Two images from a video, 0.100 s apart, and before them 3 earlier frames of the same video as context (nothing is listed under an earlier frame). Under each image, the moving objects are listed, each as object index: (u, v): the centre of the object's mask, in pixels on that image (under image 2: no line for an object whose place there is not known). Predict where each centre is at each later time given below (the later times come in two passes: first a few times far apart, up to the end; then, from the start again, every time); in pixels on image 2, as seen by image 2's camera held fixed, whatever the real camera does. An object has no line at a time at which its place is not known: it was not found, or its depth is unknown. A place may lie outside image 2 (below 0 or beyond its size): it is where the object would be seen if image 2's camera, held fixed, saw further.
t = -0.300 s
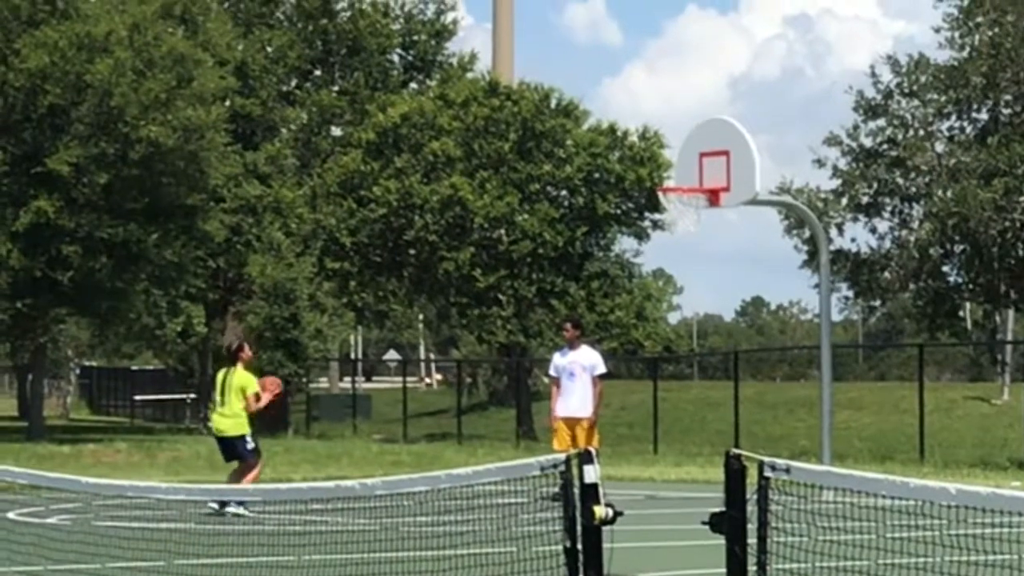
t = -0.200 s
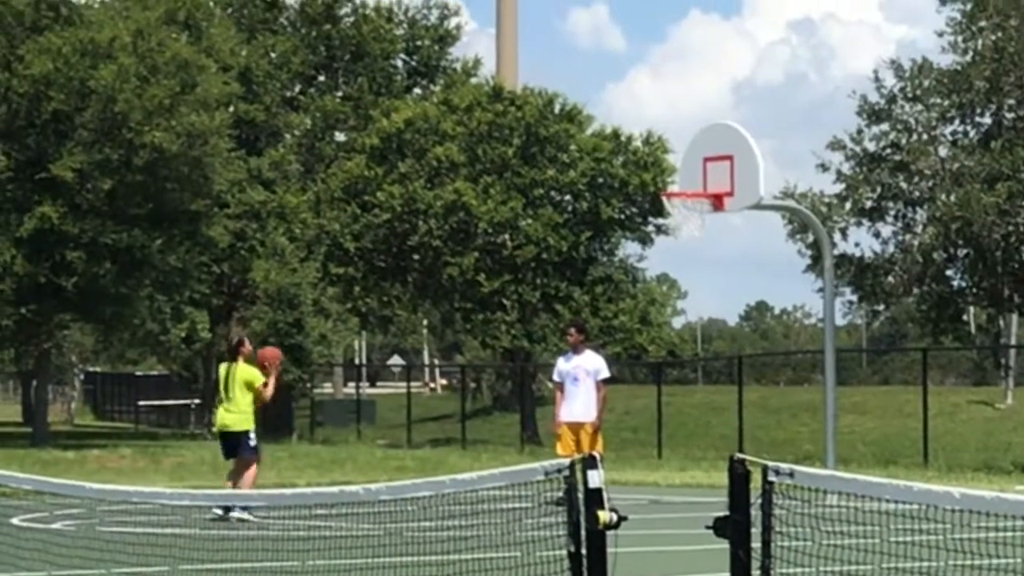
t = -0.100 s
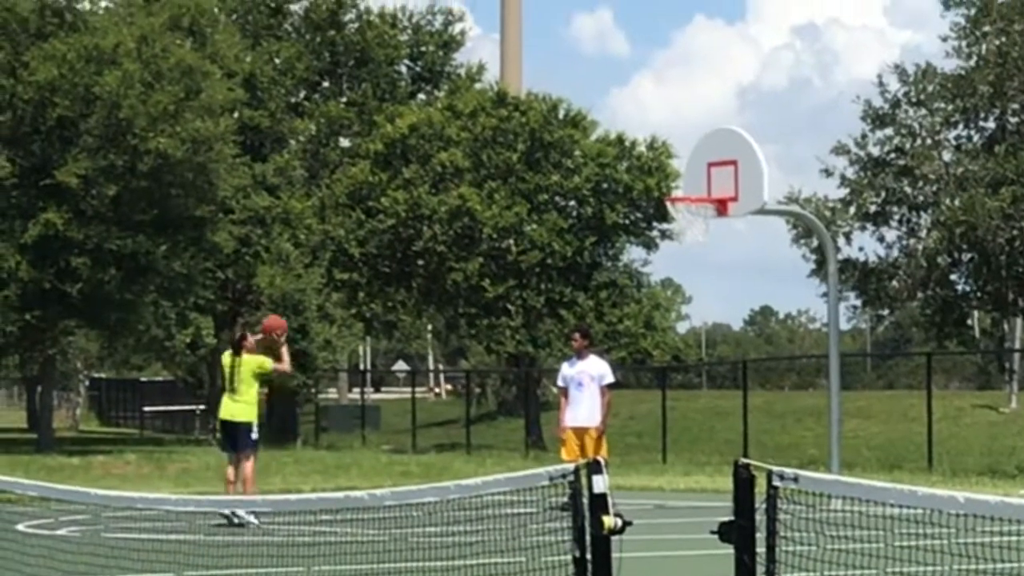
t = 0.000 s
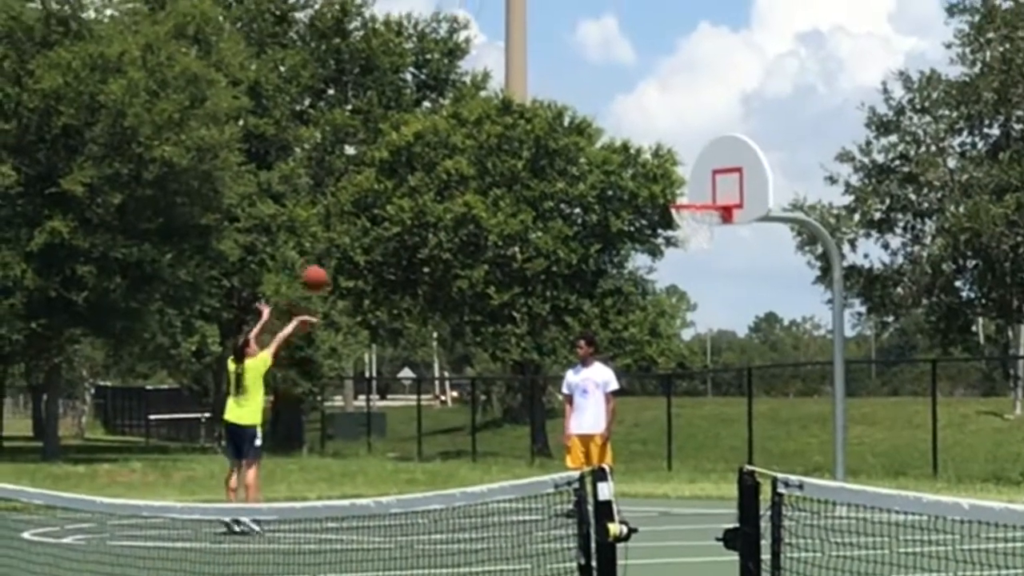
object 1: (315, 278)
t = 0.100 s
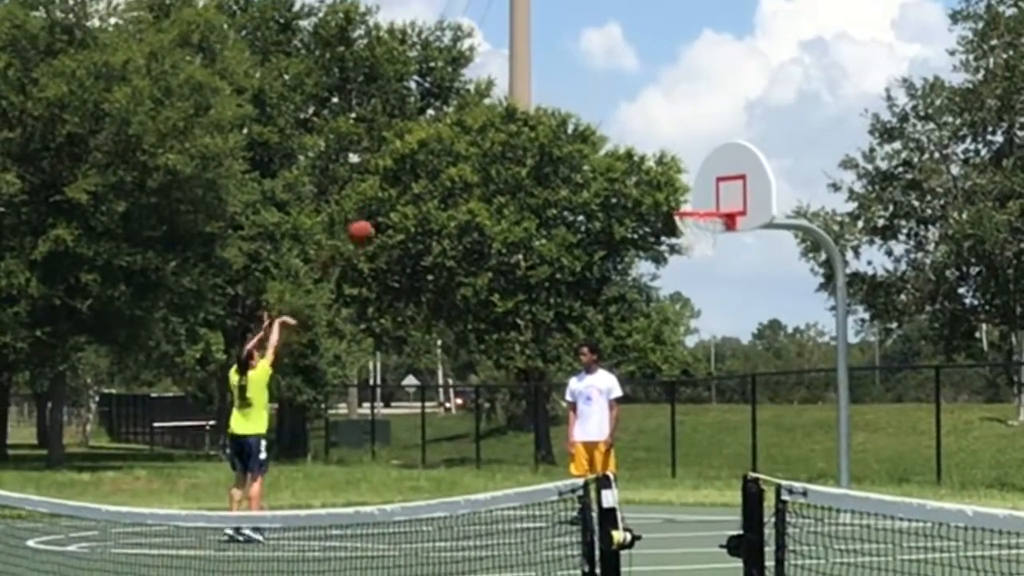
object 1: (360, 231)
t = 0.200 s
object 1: (402, 189)
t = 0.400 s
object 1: (486, 142)
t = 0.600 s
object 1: (567, 135)
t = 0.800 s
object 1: (647, 169)
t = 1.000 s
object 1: (718, 234)
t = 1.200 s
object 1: (718, 240)
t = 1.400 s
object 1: (717, 282)
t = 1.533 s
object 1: (717, 332)
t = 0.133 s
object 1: (375, 216)
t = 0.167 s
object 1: (389, 202)
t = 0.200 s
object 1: (402, 189)
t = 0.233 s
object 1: (418, 180)
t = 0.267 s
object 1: (432, 170)
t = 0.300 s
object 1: (445, 160)
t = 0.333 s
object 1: (460, 153)
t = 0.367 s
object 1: (473, 147)
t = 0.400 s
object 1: (486, 142)
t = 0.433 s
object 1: (501, 139)
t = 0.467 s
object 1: (512, 135)
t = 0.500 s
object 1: (523, 133)
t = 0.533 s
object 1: (539, 132)
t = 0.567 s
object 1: (553, 134)
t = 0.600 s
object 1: (567, 135)
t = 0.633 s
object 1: (581, 139)
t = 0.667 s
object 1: (594, 142)
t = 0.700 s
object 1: (607, 147)
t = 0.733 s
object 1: (619, 153)
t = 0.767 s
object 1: (632, 161)
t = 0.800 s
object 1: (647, 169)
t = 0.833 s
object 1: (659, 178)
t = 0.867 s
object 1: (669, 187)
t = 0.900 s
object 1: (684, 201)
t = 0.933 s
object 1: (696, 214)
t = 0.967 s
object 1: (709, 227)
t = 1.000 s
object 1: (718, 234)
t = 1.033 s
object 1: (719, 234)
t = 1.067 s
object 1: (719, 232)
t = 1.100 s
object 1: (718, 234)
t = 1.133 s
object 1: (718, 234)
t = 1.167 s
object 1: (718, 236)
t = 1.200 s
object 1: (718, 240)
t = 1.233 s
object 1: (718, 244)
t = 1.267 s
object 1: (718, 250)
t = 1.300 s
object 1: (717, 256)
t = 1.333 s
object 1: (717, 264)
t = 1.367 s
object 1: (717, 272)
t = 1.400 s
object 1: (717, 282)
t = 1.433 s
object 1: (717, 293)
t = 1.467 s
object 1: (717, 305)
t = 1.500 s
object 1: (717, 318)
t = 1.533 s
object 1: (717, 332)
